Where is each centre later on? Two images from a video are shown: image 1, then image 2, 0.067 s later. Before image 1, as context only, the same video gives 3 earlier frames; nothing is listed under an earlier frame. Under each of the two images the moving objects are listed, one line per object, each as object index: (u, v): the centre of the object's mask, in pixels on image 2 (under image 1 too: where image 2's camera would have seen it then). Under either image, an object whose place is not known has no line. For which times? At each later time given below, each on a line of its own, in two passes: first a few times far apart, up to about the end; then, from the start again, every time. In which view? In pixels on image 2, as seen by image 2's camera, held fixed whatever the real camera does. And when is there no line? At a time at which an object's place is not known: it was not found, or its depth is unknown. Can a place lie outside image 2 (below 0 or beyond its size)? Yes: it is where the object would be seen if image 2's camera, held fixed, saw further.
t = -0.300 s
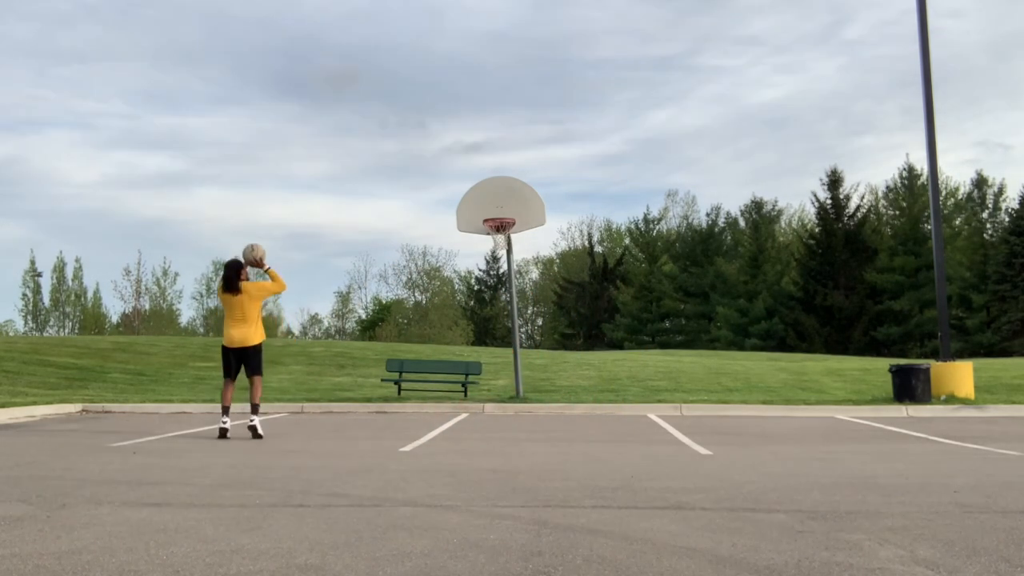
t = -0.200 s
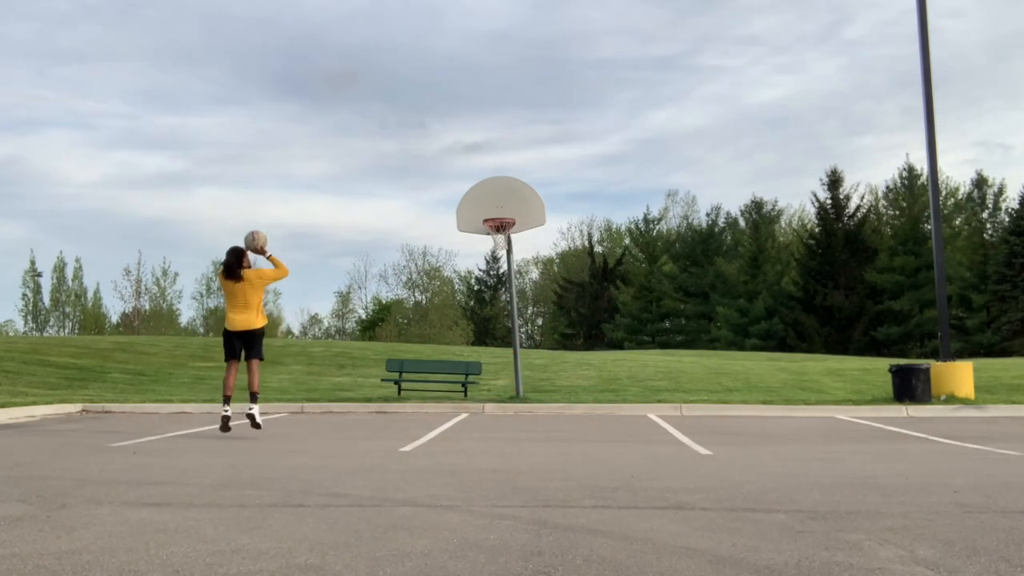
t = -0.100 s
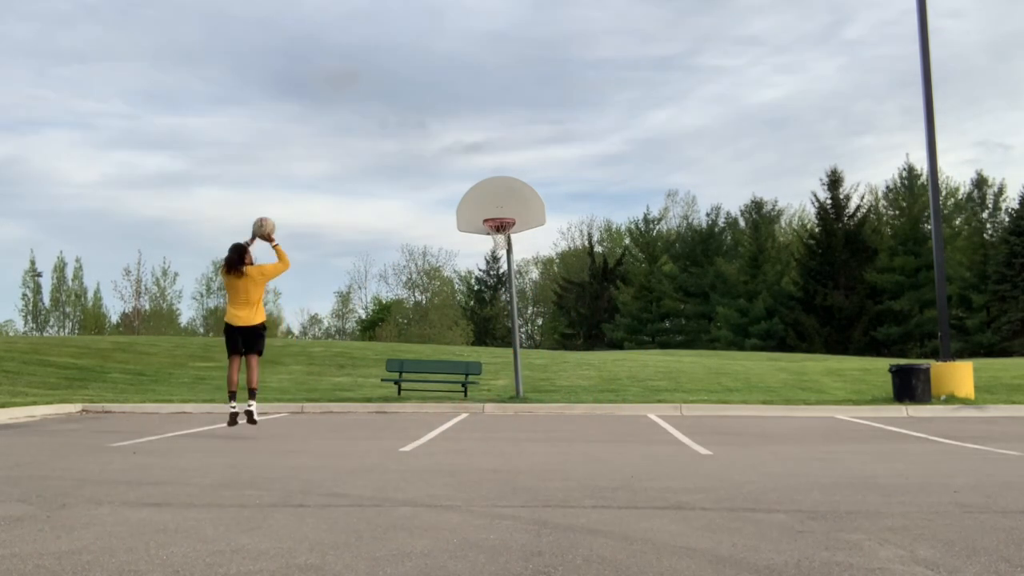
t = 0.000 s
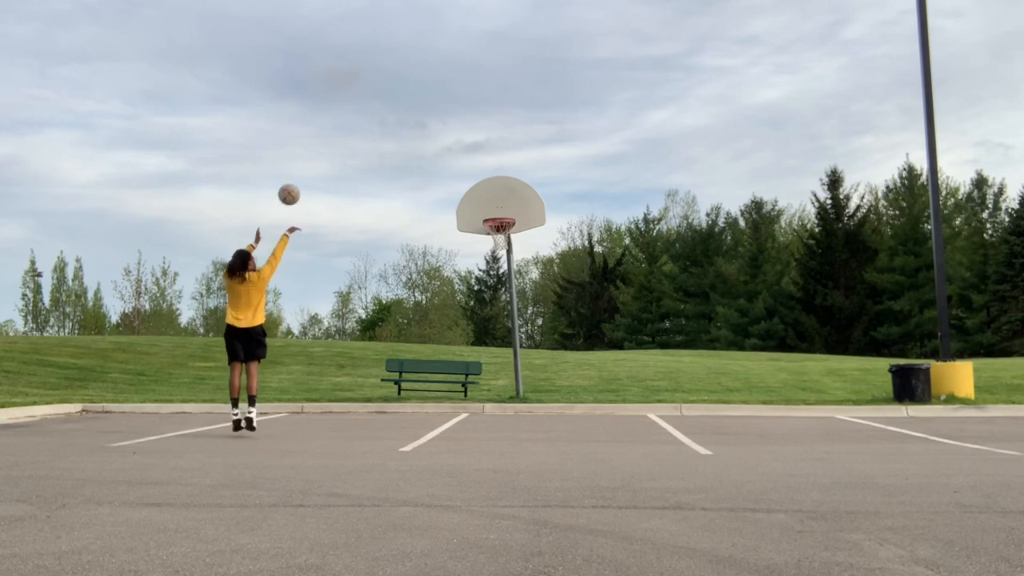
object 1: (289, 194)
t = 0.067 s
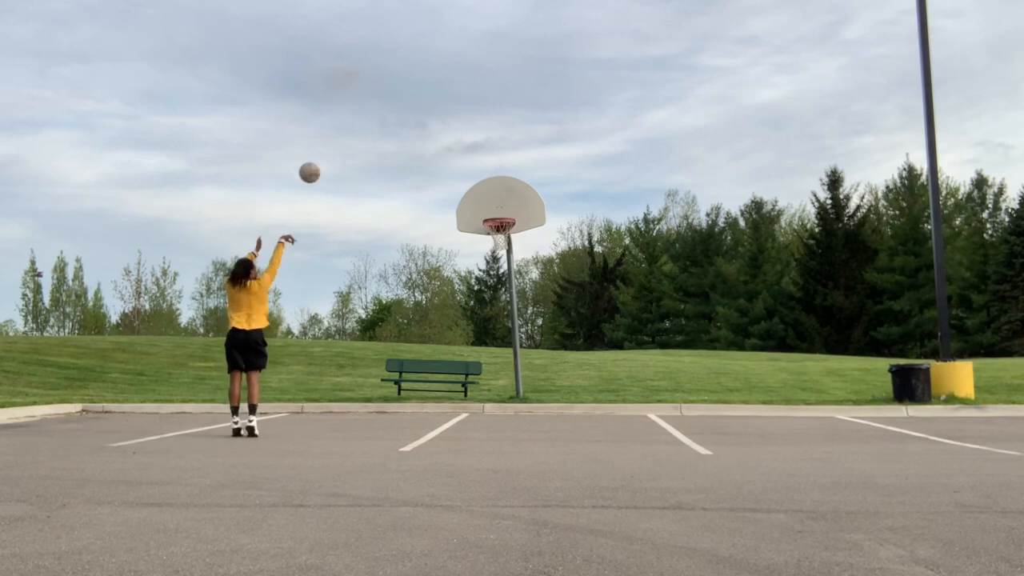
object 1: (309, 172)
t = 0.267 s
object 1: (365, 134)
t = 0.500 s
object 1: (421, 131)
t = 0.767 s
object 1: (475, 171)
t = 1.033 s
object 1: (491, 208)
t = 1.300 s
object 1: (493, 176)
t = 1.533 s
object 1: (496, 186)
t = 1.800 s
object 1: (492, 199)
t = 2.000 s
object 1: (485, 200)
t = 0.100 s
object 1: (319, 163)
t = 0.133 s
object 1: (329, 155)
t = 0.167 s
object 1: (338, 149)
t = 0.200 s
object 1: (347, 143)
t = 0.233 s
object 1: (356, 138)
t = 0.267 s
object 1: (365, 134)
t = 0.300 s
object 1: (374, 131)
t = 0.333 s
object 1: (382, 129)
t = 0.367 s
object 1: (390, 128)
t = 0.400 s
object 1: (398, 128)
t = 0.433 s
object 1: (406, 128)
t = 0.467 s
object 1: (413, 129)
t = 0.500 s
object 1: (421, 131)
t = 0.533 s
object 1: (428, 134)
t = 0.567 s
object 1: (435, 137)
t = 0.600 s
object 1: (442, 141)
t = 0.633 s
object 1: (449, 146)
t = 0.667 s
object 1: (455, 151)
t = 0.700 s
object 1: (462, 157)
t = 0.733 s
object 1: (468, 164)
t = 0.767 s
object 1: (475, 171)
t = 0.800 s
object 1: (481, 179)
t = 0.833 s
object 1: (487, 188)
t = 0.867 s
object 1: (493, 197)
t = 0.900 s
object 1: (499, 206)
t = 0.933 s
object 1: (504, 213)
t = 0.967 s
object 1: (499, 213)
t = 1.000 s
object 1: (490, 214)
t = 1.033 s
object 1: (491, 208)
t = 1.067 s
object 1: (491, 202)
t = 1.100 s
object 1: (491, 197)
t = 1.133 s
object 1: (491, 191)
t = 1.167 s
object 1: (491, 187)
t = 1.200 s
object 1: (492, 182)
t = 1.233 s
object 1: (492, 180)
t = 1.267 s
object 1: (493, 177)
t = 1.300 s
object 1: (493, 176)
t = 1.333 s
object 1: (494, 175)
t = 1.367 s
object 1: (494, 175)
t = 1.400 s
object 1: (494, 176)
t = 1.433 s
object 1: (494, 177)
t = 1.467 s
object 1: (495, 179)
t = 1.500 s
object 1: (495, 182)
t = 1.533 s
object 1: (496, 186)
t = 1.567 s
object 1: (496, 190)
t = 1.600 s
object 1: (496, 196)
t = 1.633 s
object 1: (497, 202)
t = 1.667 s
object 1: (497, 209)
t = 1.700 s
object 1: (497, 209)
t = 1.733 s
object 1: (495, 205)
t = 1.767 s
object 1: (494, 202)
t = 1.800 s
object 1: (492, 199)
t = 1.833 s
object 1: (491, 197)
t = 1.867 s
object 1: (490, 197)
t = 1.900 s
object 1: (489, 196)
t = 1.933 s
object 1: (487, 197)
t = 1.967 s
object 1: (486, 198)
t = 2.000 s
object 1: (485, 200)
